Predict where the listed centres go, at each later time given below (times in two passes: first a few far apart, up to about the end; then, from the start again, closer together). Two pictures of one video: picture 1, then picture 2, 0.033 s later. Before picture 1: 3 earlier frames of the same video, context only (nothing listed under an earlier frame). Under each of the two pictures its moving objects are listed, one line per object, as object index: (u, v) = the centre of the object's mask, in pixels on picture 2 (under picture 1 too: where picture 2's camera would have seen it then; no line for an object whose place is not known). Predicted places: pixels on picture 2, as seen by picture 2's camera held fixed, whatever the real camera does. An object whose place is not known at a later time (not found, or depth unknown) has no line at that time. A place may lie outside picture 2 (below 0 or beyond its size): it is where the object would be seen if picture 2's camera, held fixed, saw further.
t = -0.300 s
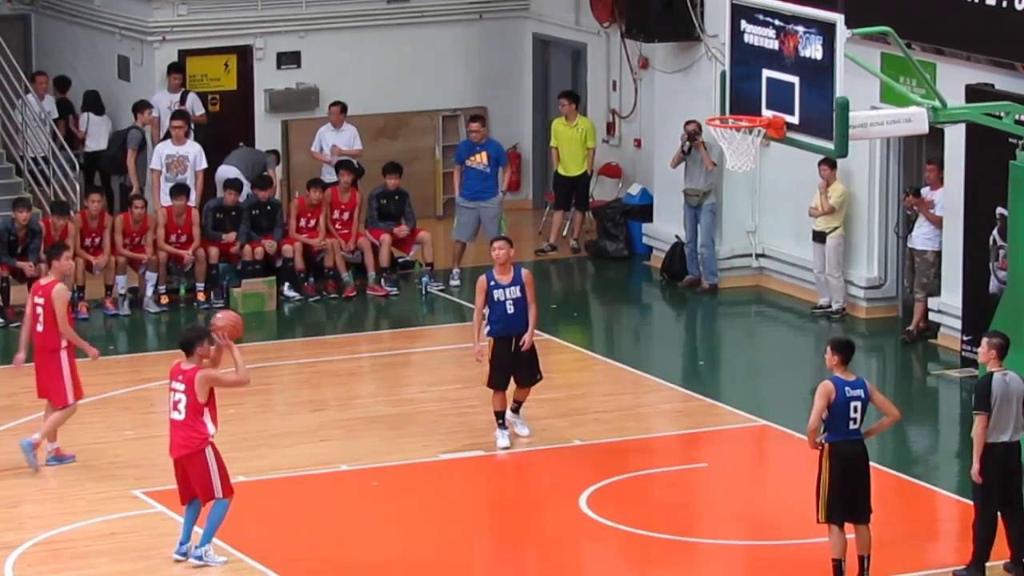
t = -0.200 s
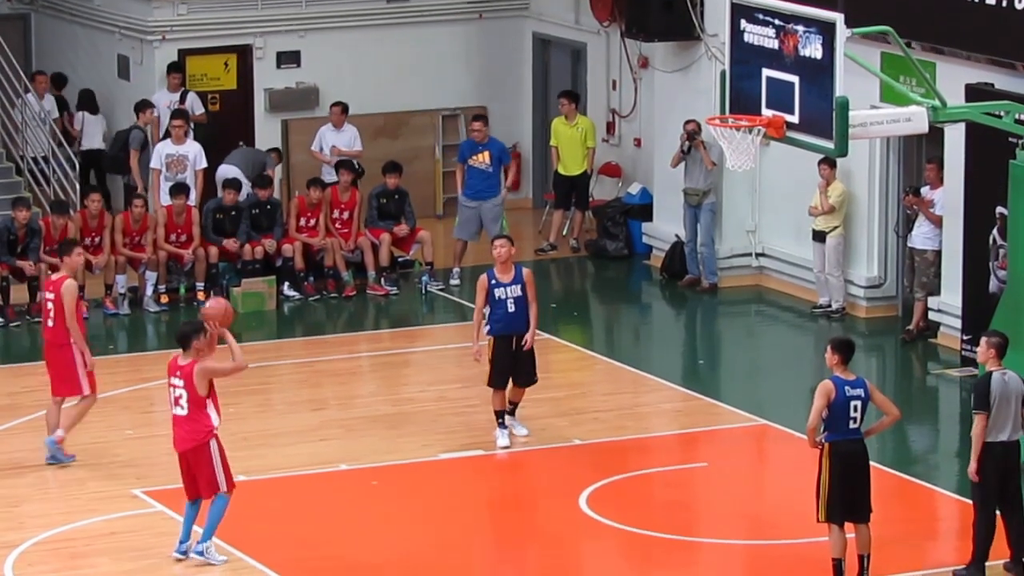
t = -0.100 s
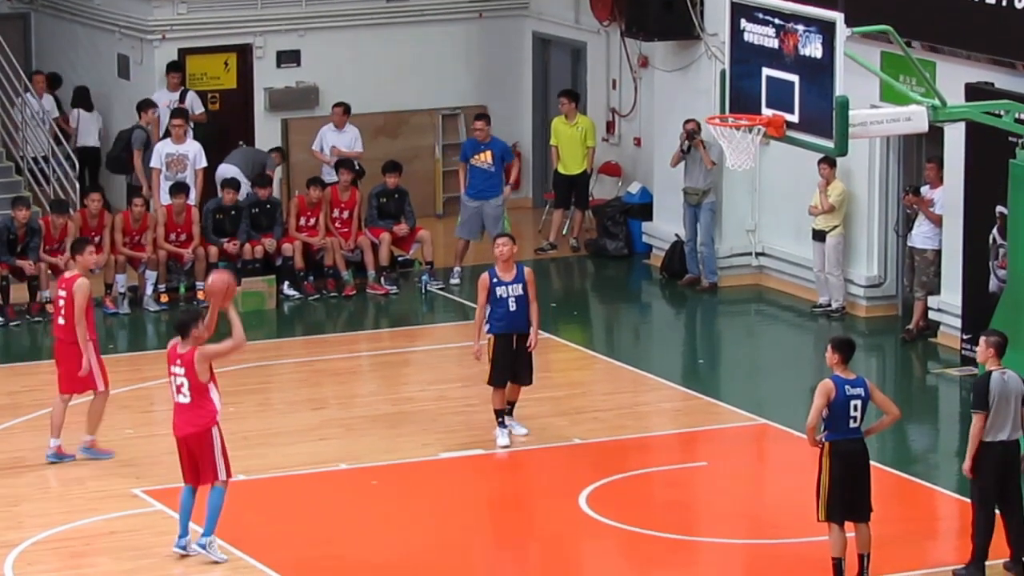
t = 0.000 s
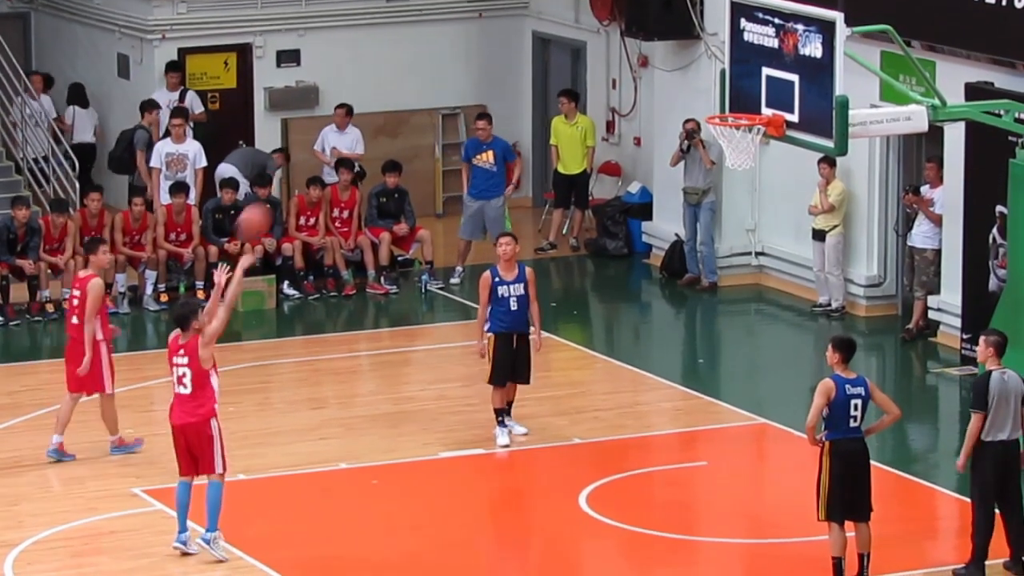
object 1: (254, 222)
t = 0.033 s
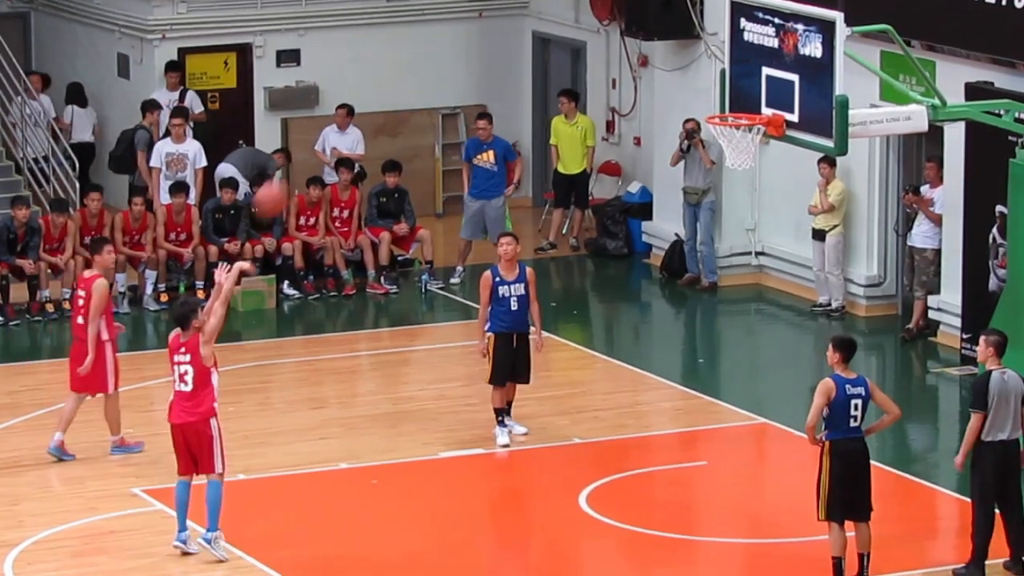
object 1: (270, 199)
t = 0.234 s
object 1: (377, 87)
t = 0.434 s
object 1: (480, 27)
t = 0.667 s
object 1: (598, 20)
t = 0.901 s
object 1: (709, 81)
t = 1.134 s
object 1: (729, 107)
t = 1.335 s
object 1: (754, 89)
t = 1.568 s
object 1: (736, 110)
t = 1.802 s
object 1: (720, 167)
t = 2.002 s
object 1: (713, 230)
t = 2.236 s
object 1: (704, 366)
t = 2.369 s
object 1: (698, 473)
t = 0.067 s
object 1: (290, 175)
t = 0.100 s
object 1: (306, 155)
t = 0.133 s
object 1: (323, 135)
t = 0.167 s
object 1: (343, 117)
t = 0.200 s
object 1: (360, 101)
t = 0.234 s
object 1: (377, 87)
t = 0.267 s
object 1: (394, 73)
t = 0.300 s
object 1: (412, 61)
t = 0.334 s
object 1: (429, 51)
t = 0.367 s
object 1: (446, 41)
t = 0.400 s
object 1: (463, 33)
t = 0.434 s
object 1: (480, 27)
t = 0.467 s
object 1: (496, 22)
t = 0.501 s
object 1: (513, 18)
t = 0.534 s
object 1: (530, 16)
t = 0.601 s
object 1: (564, 16)
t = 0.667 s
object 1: (598, 20)
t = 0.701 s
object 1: (614, 24)
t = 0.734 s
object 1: (630, 30)
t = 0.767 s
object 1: (645, 38)
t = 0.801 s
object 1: (662, 46)
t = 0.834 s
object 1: (678, 57)
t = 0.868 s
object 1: (693, 68)
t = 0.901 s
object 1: (709, 81)
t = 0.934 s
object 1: (726, 96)
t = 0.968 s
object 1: (740, 109)
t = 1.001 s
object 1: (743, 111)
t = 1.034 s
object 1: (742, 113)
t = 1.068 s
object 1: (731, 112)
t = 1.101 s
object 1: (722, 111)
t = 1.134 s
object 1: (729, 107)
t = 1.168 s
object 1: (738, 104)
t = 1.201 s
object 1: (744, 102)
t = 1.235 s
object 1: (748, 97)
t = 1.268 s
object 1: (751, 93)
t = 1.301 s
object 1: (755, 91)
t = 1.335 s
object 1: (754, 89)
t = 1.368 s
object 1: (752, 89)
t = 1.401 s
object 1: (749, 89)
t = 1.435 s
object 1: (747, 92)
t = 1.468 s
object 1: (744, 96)
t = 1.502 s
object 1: (742, 99)
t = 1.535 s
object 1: (738, 106)
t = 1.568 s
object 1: (736, 110)
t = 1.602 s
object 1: (731, 122)
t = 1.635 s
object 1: (729, 135)
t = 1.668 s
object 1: (727, 144)
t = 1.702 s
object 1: (723, 151)
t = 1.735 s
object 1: (721, 155)
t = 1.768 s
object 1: (721, 165)
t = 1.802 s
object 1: (720, 167)
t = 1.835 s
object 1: (720, 173)
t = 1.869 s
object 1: (718, 181)
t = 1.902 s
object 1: (717, 192)
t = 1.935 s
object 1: (716, 203)
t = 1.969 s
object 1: (714, 216)
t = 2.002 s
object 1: (713, 230)
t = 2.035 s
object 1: (712, 245)
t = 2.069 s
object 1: (711, 263)
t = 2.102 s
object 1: (709, 281)
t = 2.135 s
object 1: (708, 300)
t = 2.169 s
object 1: (706, 321)
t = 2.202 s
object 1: (705, 342)
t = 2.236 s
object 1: (704, 366)
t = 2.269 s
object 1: (702, 388)
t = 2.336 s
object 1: (700, 446)
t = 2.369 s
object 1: (698, 473)
